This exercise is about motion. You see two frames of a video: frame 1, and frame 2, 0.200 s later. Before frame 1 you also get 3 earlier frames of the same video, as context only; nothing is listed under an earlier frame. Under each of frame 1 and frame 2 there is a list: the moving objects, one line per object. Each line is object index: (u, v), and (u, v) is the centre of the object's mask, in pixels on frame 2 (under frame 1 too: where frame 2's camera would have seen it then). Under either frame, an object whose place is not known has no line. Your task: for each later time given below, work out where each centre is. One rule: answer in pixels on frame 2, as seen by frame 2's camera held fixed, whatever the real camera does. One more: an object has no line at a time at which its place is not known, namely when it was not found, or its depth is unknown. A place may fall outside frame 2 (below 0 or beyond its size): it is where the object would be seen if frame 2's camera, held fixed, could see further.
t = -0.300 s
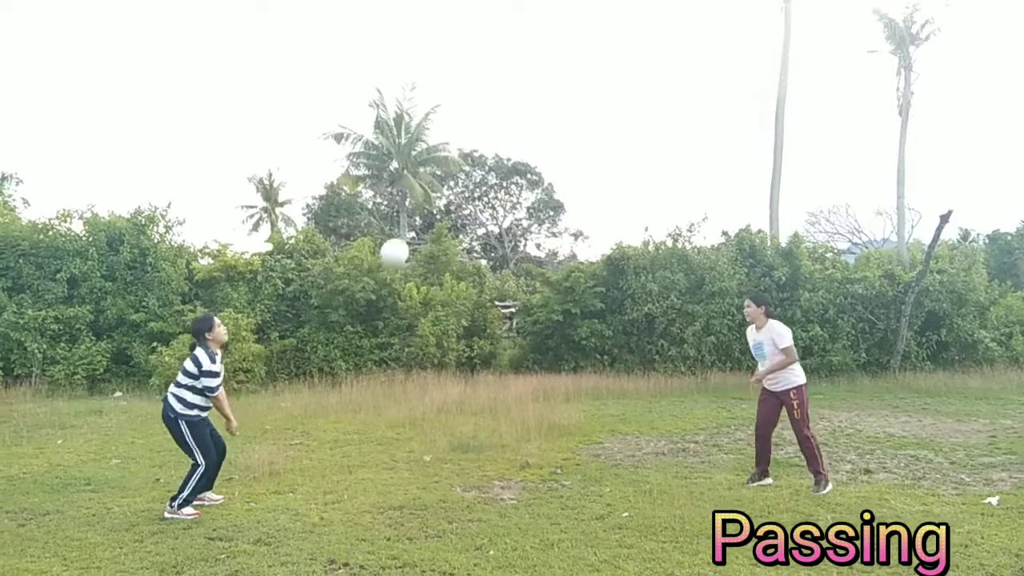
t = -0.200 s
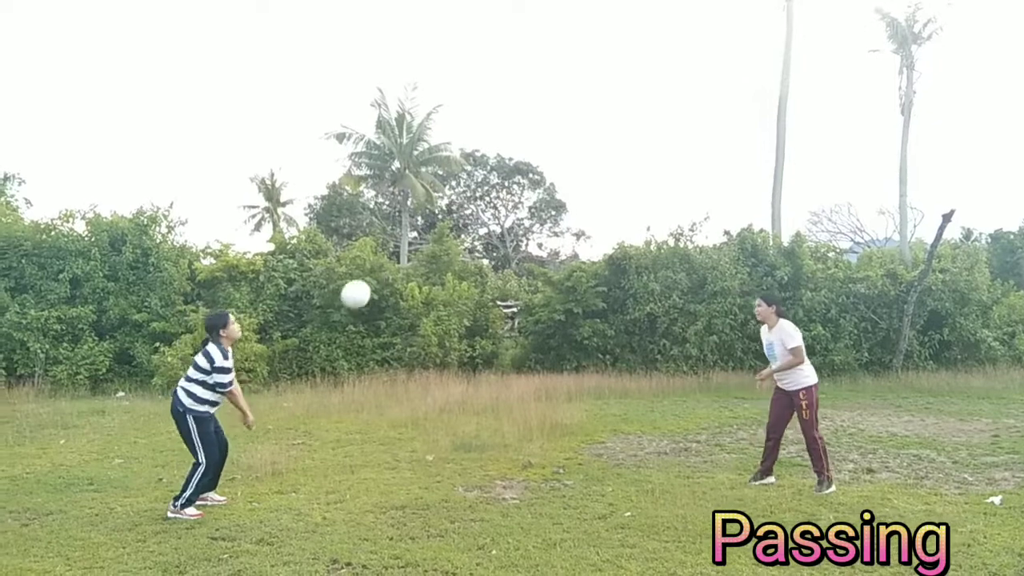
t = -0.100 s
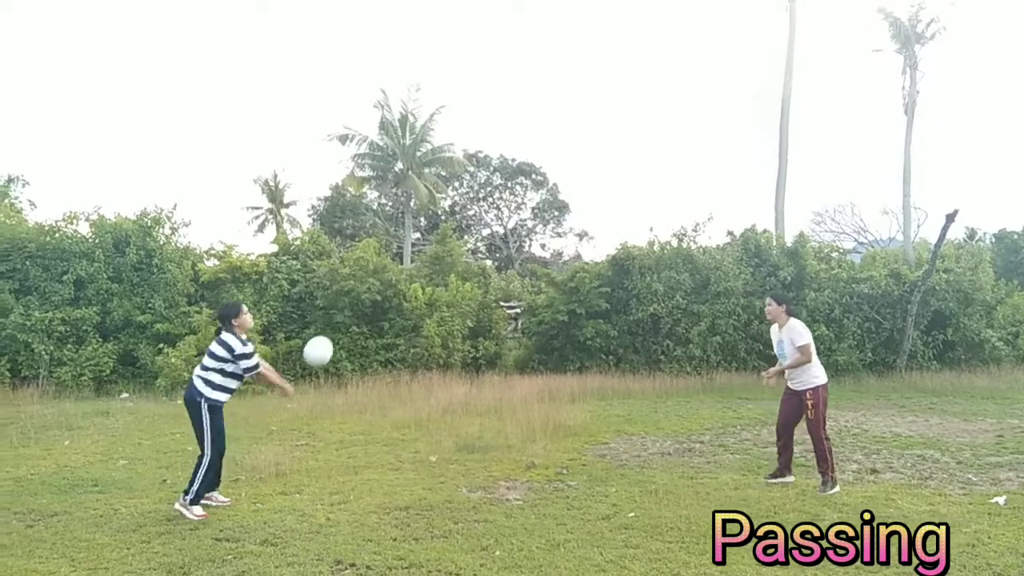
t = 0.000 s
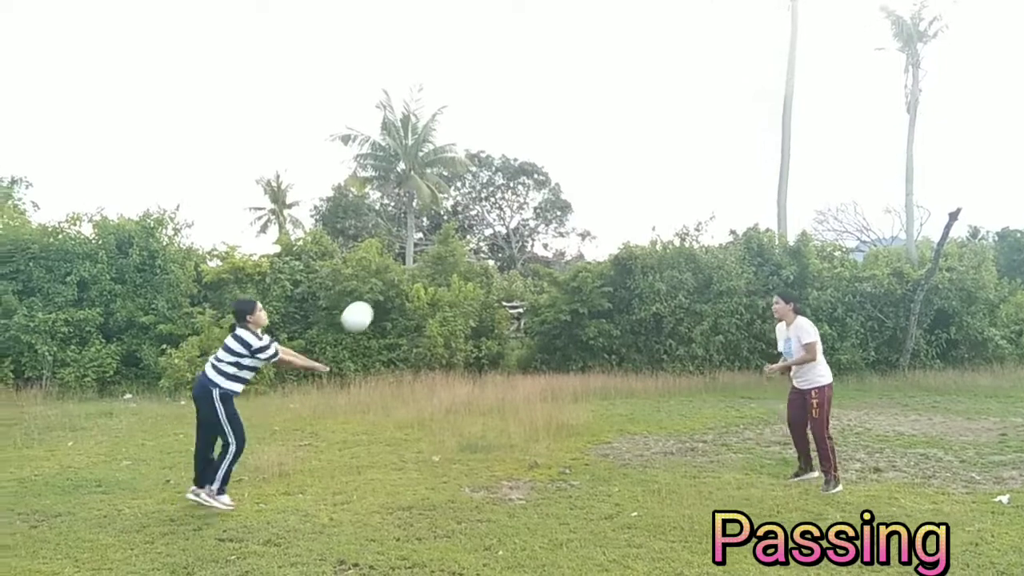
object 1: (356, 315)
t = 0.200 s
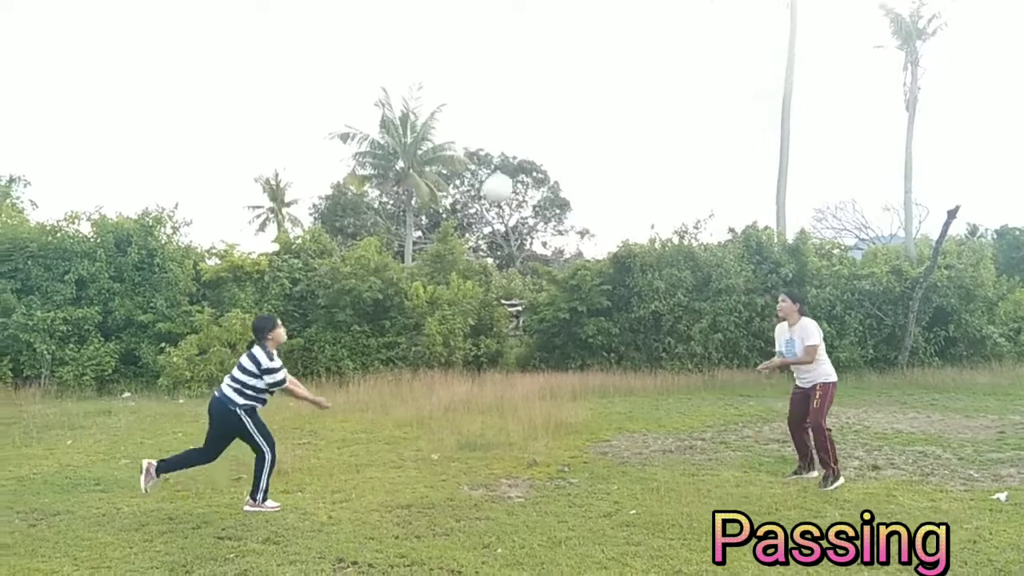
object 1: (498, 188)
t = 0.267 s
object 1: (543, 165)
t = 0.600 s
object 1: (798, 97)
